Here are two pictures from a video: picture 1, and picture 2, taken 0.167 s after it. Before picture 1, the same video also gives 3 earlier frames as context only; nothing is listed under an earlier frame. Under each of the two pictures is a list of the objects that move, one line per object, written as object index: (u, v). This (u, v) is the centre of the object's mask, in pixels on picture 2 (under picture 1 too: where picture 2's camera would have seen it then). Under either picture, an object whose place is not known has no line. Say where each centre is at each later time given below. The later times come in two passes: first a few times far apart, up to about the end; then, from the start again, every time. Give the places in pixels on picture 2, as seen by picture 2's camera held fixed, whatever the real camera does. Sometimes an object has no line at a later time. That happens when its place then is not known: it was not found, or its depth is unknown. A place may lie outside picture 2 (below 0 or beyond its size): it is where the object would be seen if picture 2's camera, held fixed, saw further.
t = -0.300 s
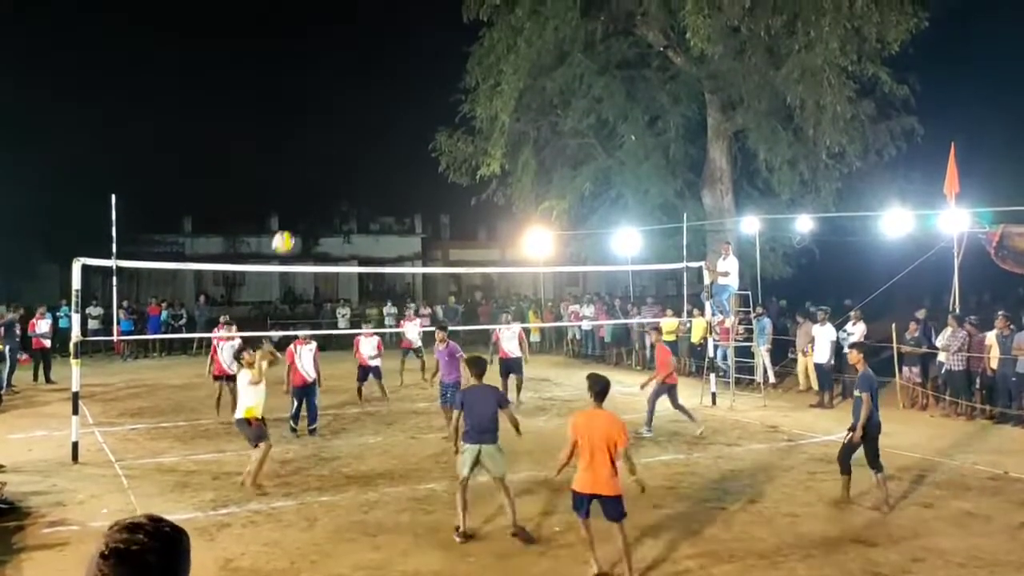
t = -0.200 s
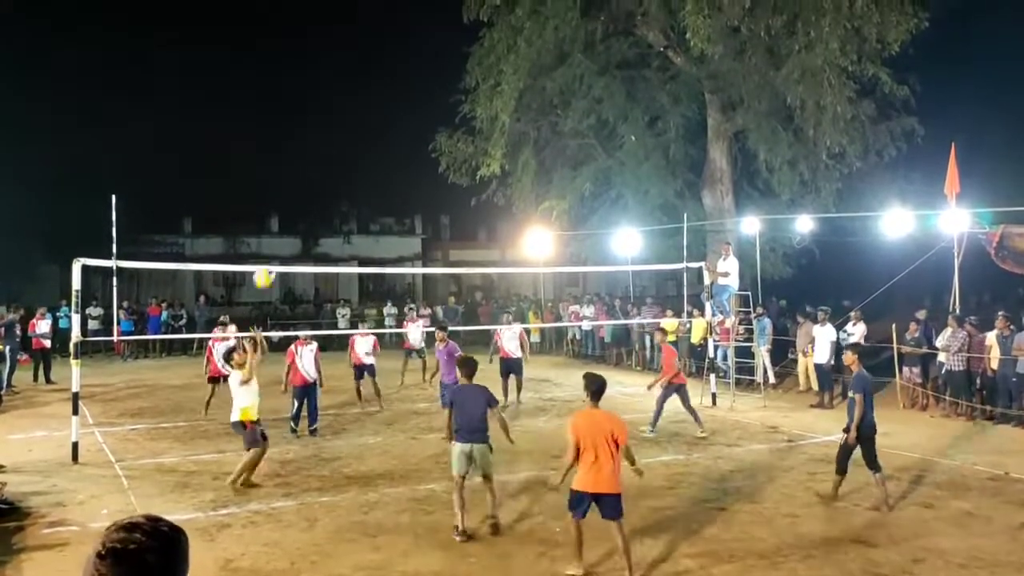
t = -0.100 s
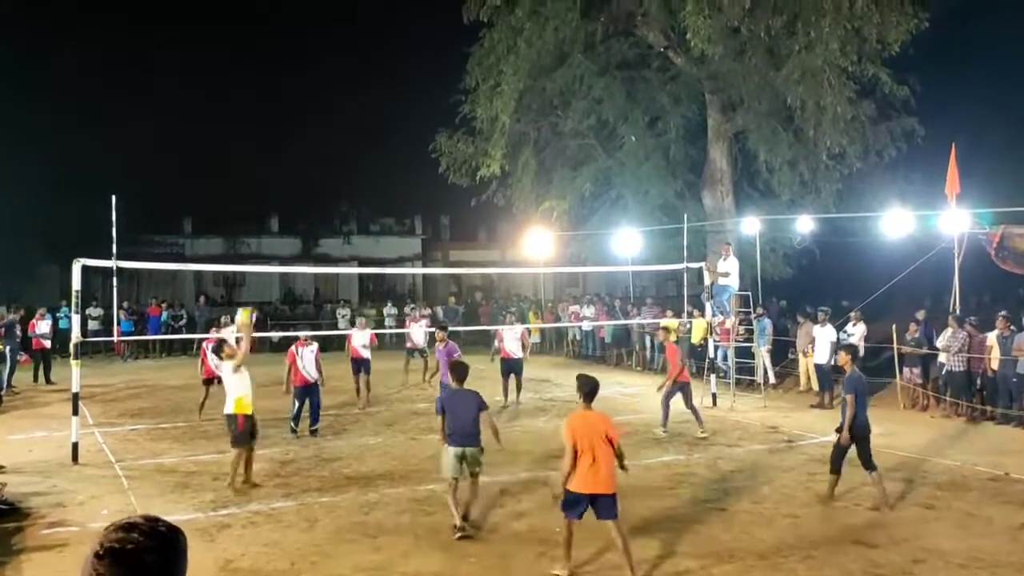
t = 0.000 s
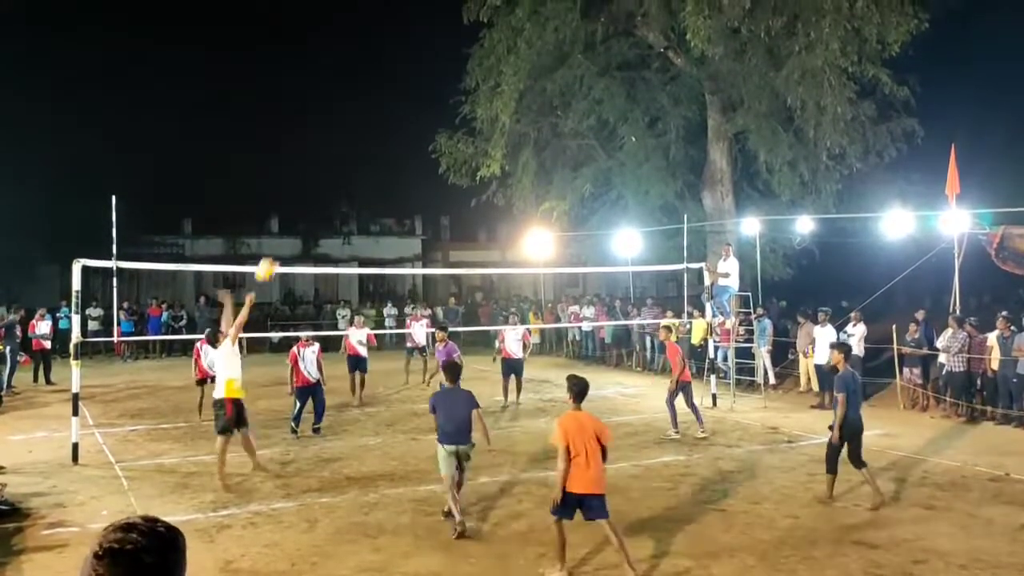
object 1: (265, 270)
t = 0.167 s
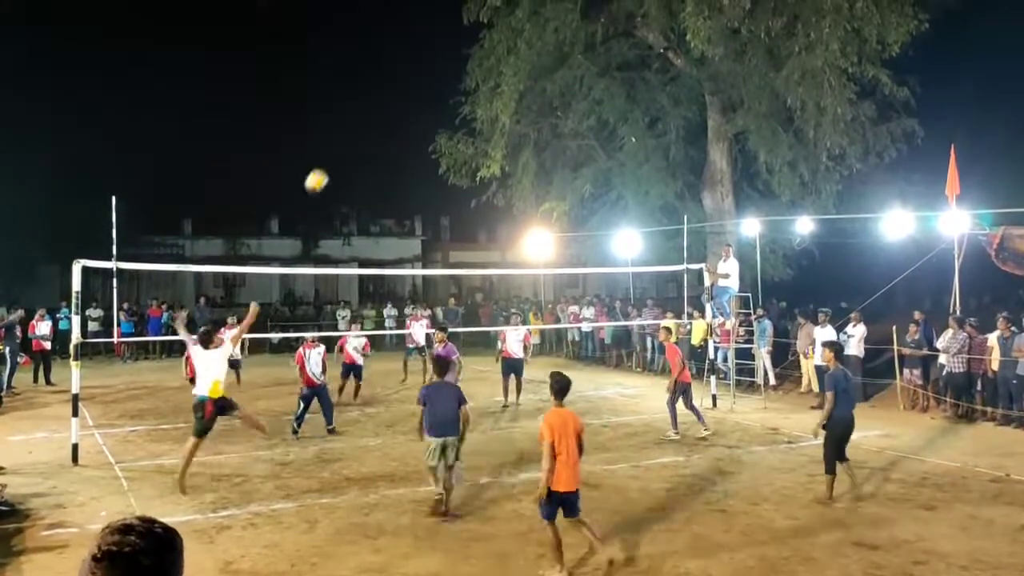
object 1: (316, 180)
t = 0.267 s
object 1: (344, 141)
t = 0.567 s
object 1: (422, 78)
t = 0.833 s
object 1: (483, 89)
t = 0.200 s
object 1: (325, 166)
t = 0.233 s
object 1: (335, 153)
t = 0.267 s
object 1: (344, 141)
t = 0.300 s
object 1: (353, 129)
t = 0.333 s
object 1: (362, 120)
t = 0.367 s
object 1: (371, 111)
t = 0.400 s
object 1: (380, 103)
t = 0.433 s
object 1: (388, 96)
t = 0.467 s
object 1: (397, 90)
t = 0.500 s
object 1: (405, 85)
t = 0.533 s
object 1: (414, 81)
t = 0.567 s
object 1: (422, 78)
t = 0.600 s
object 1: (430, 77)
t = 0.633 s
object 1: (438, 76)
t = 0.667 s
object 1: (446, 76)
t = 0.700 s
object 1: (454, 77)
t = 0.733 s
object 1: (461, 79)
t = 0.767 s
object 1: (468, 82)
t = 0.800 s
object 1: (475, 85)
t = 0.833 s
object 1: (483, 89)
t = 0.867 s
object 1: (490, 94)
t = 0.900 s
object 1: (497, 101)
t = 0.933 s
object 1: (504, 107)
